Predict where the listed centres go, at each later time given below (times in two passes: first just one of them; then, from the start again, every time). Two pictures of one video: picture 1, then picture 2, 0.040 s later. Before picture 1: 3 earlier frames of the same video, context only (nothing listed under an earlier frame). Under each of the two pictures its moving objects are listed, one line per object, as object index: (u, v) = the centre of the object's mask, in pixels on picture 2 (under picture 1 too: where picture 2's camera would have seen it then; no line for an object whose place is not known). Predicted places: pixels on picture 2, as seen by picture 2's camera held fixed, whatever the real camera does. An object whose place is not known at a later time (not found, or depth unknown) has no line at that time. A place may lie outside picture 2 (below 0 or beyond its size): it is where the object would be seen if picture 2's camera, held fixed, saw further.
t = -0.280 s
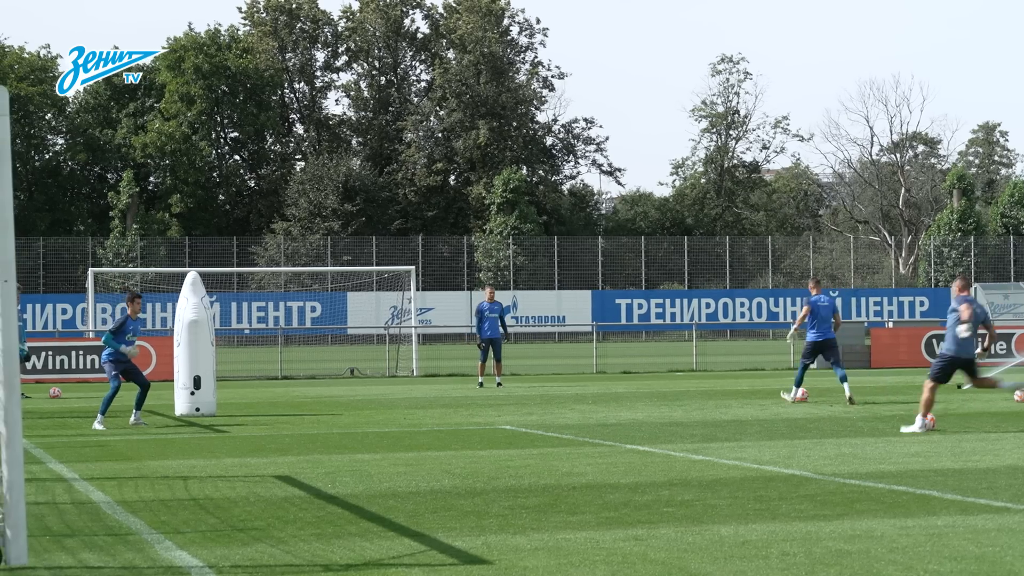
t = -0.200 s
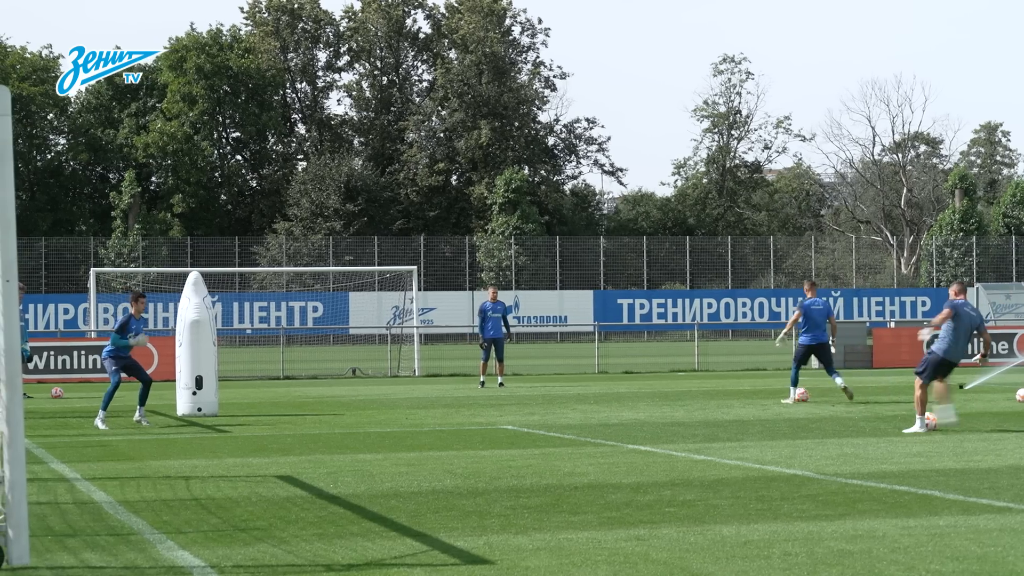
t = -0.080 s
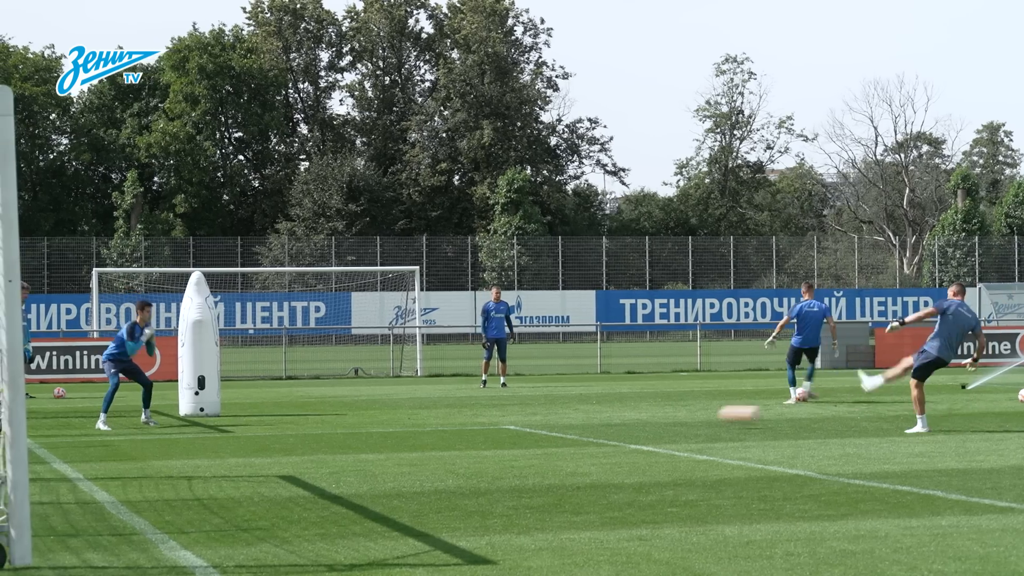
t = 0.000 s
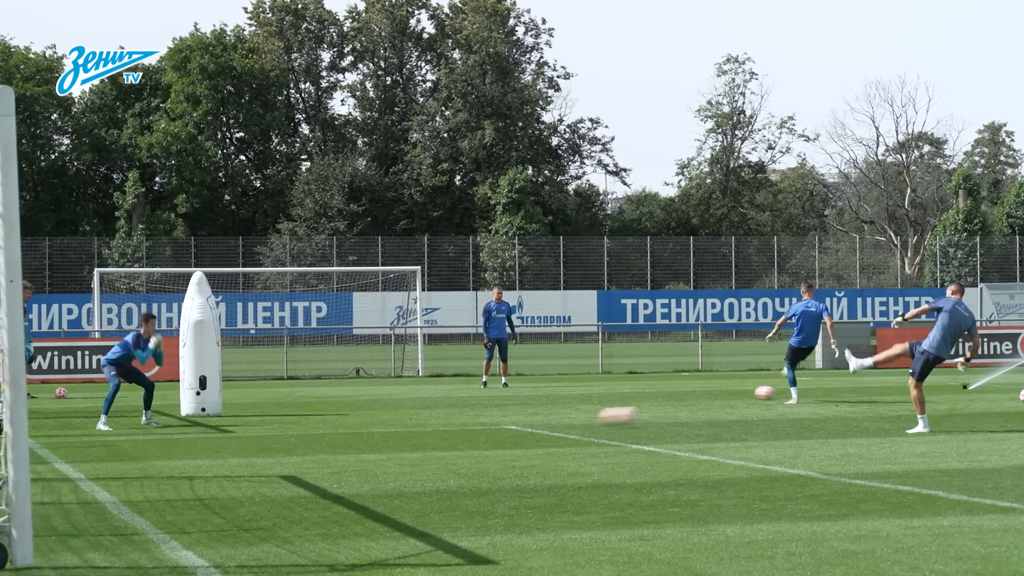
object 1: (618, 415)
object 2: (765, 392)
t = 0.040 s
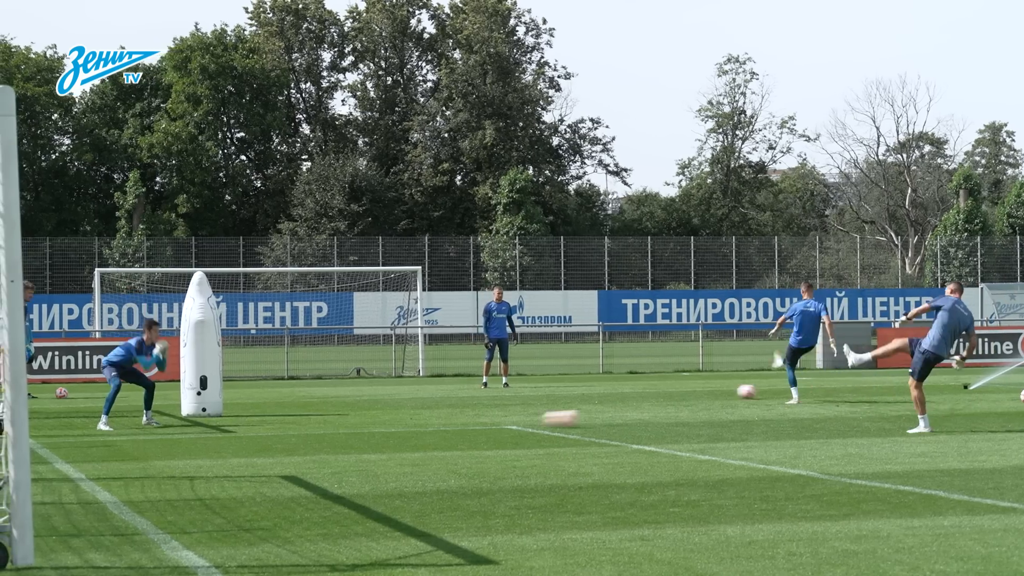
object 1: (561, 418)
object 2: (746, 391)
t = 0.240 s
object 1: (315, 414)
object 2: (663, 388)
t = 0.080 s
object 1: (507, 416)
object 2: (727, 391)
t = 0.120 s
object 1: (457, 413)
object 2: (710, 391)
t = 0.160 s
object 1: (407, 411)
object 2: (694, 390)
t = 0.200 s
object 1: (361, 411)
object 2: (678, 389)
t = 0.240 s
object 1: (315, 414)
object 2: (663, 388)
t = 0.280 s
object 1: (271, 417)
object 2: (648, 388)
